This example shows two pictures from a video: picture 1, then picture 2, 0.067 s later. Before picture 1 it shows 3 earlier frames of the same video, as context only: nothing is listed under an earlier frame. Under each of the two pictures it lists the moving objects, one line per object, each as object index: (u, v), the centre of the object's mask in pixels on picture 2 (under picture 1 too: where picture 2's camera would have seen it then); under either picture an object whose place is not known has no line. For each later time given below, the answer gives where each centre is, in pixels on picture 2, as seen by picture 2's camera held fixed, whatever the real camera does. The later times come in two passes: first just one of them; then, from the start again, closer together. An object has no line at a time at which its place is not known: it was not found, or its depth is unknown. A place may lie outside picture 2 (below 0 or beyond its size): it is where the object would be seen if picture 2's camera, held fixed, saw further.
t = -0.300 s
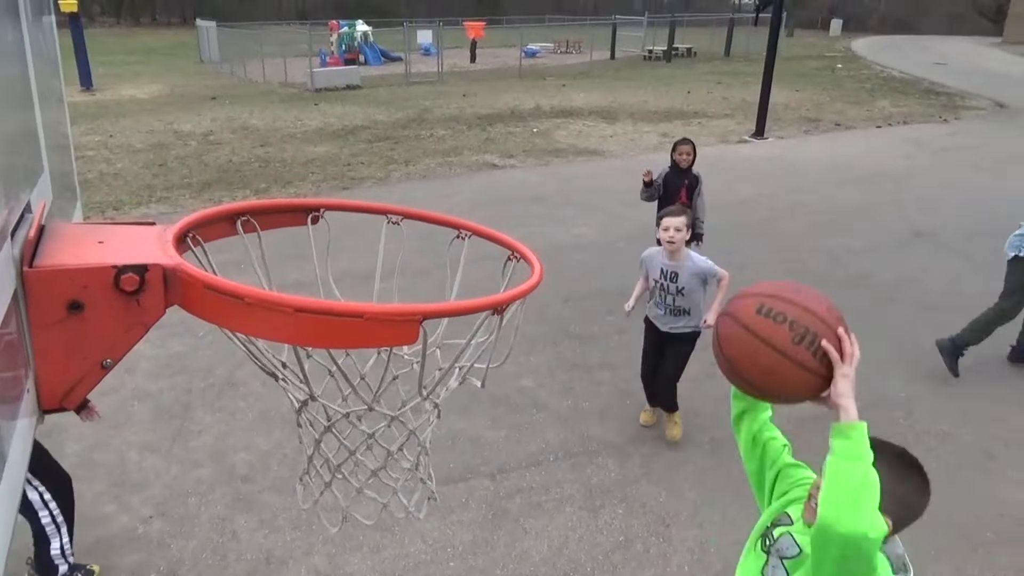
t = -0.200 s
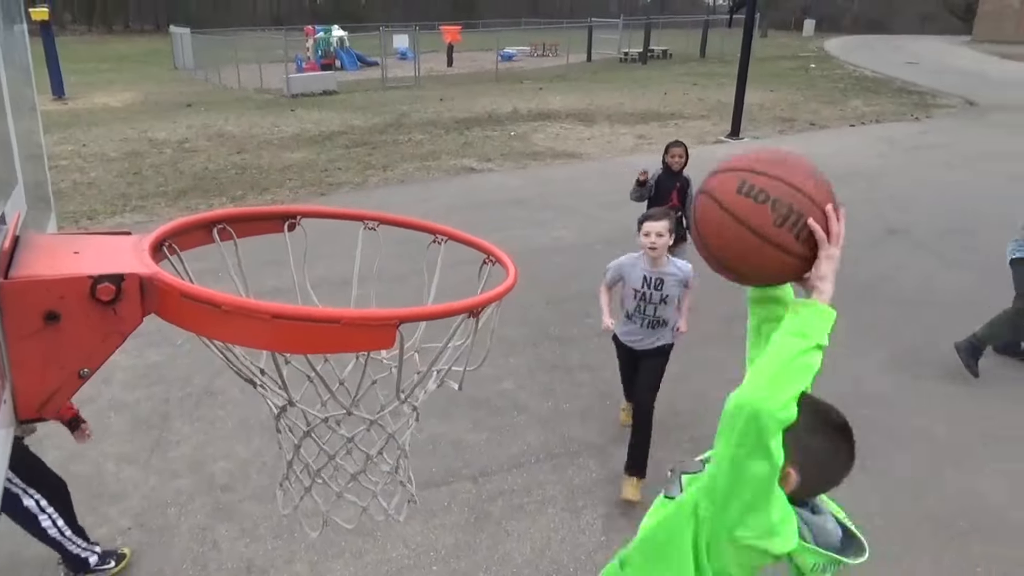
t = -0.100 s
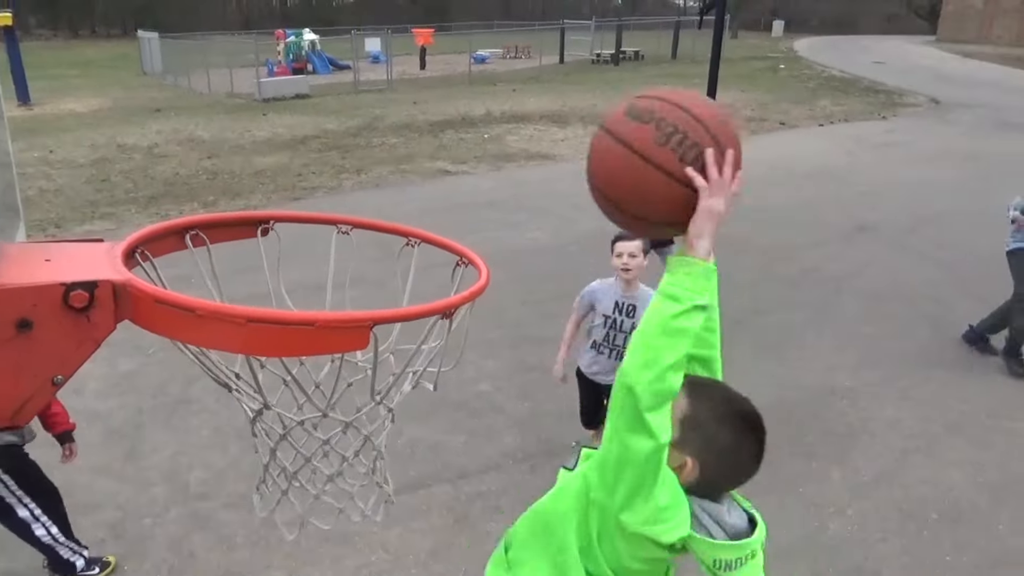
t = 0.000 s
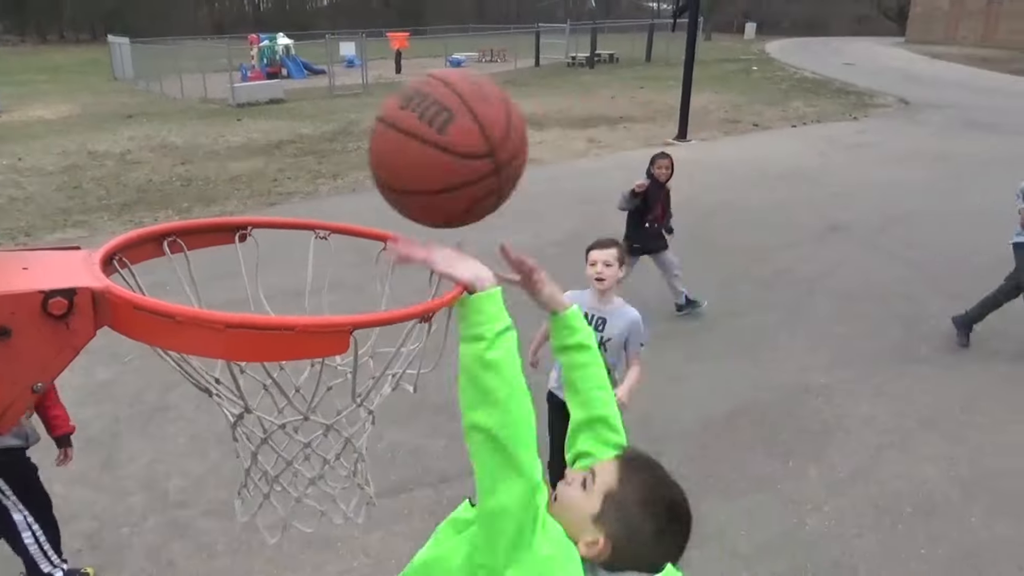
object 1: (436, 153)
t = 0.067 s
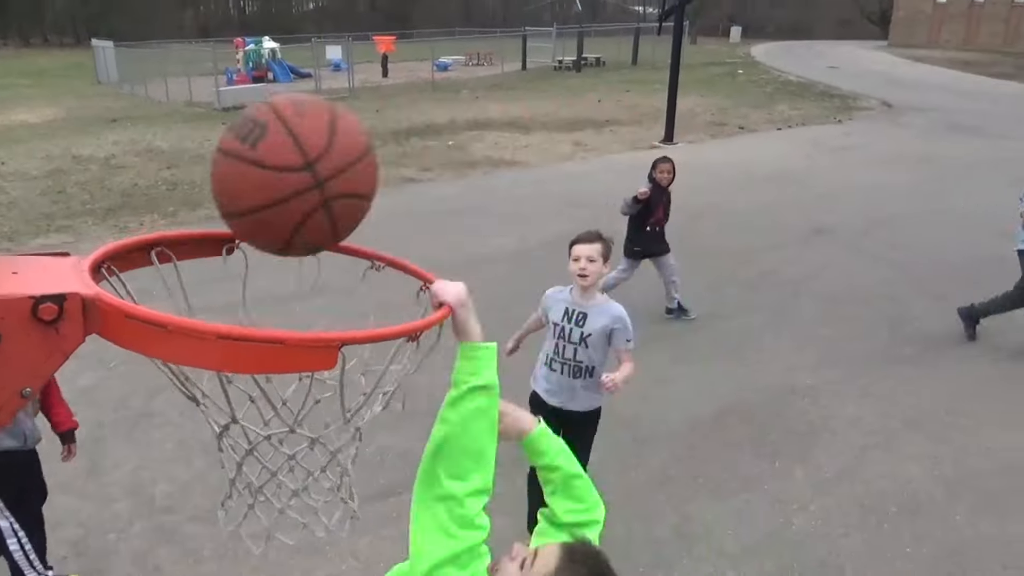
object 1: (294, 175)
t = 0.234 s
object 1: (209, 133)
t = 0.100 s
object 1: (222, 198)
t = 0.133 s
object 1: (184, 204)
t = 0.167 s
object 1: (191, 175)
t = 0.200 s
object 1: (198, 149)
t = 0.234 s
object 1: (209, 133)
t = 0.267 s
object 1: (219, 122)
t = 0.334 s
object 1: (245, 125)
